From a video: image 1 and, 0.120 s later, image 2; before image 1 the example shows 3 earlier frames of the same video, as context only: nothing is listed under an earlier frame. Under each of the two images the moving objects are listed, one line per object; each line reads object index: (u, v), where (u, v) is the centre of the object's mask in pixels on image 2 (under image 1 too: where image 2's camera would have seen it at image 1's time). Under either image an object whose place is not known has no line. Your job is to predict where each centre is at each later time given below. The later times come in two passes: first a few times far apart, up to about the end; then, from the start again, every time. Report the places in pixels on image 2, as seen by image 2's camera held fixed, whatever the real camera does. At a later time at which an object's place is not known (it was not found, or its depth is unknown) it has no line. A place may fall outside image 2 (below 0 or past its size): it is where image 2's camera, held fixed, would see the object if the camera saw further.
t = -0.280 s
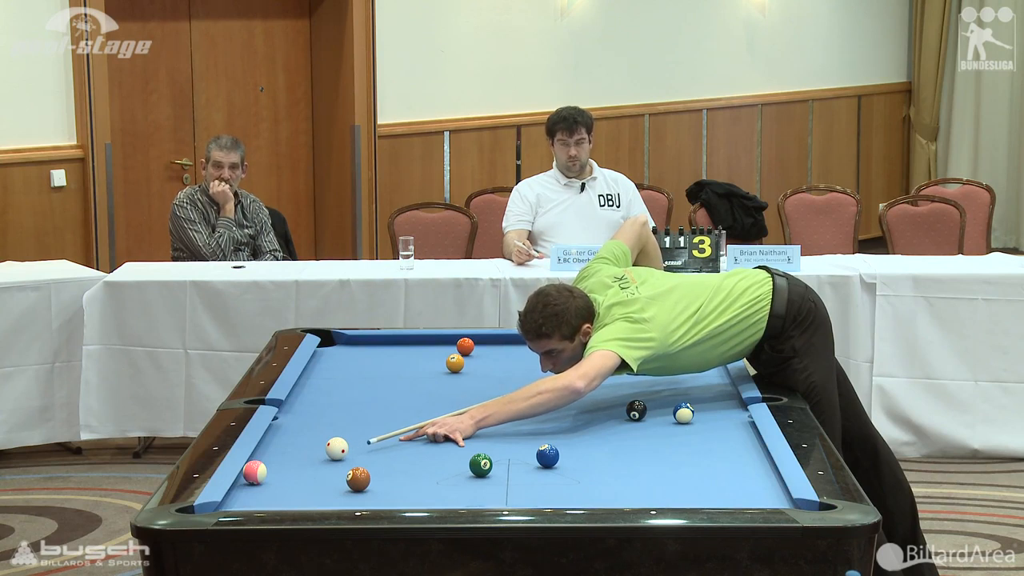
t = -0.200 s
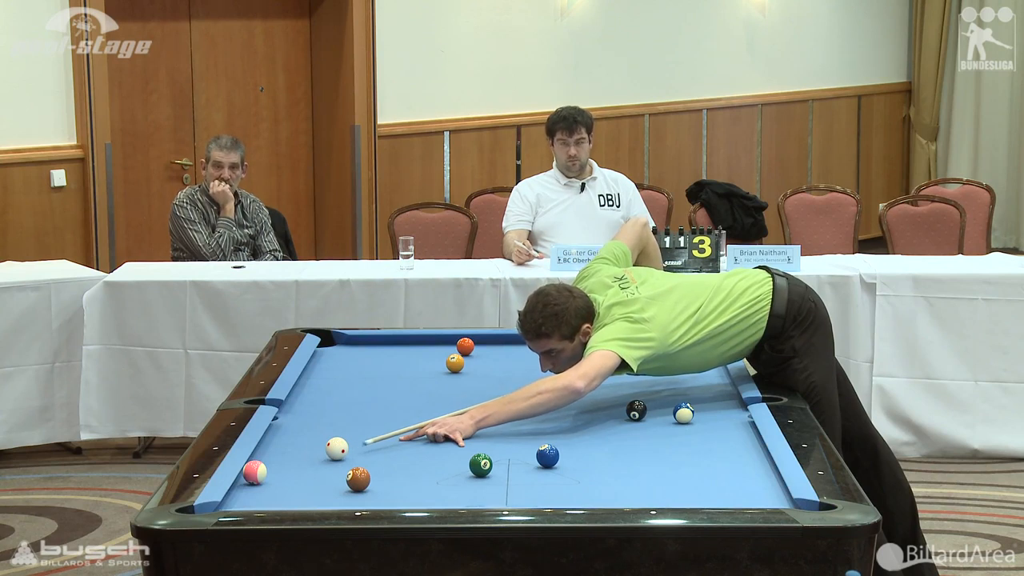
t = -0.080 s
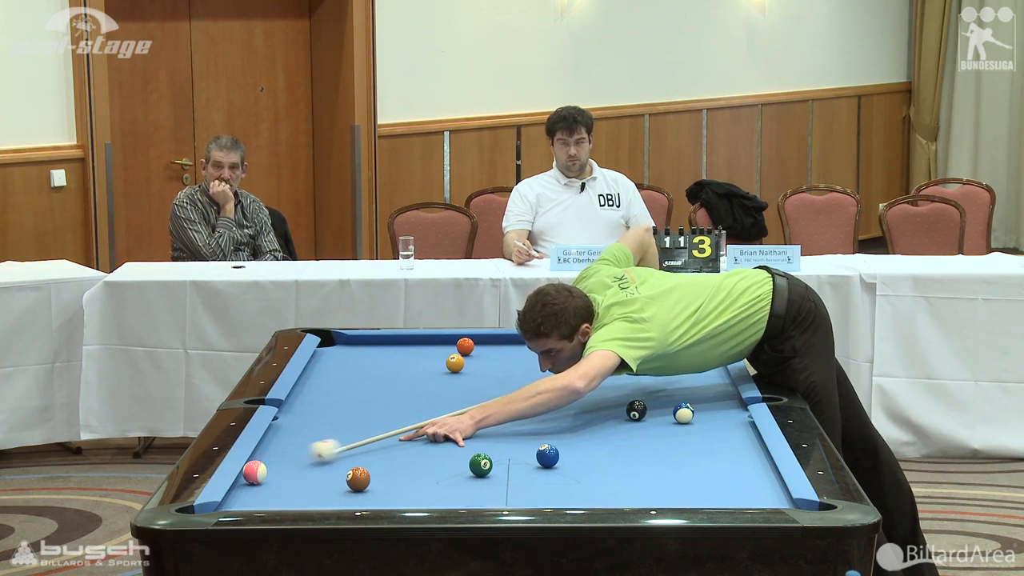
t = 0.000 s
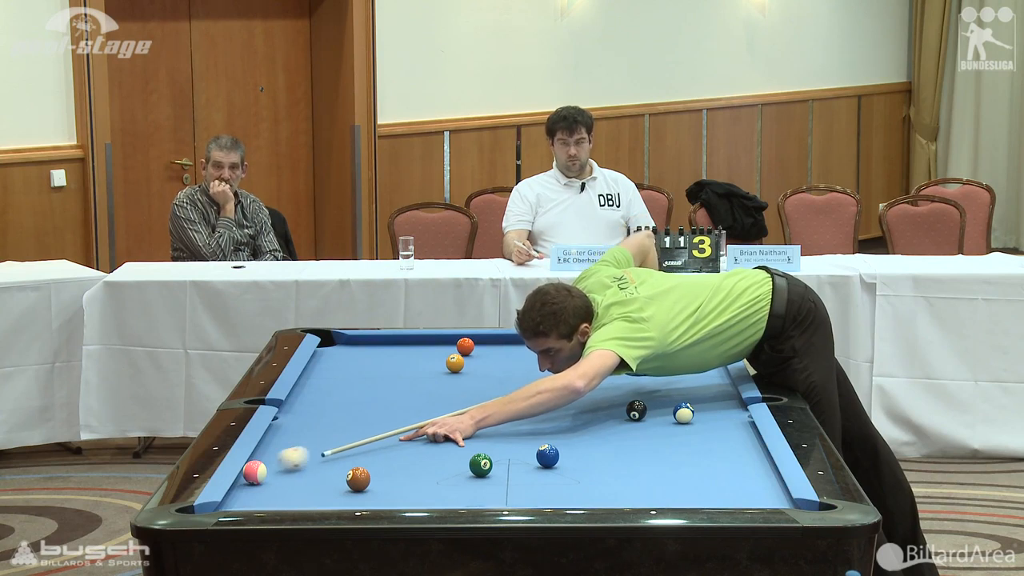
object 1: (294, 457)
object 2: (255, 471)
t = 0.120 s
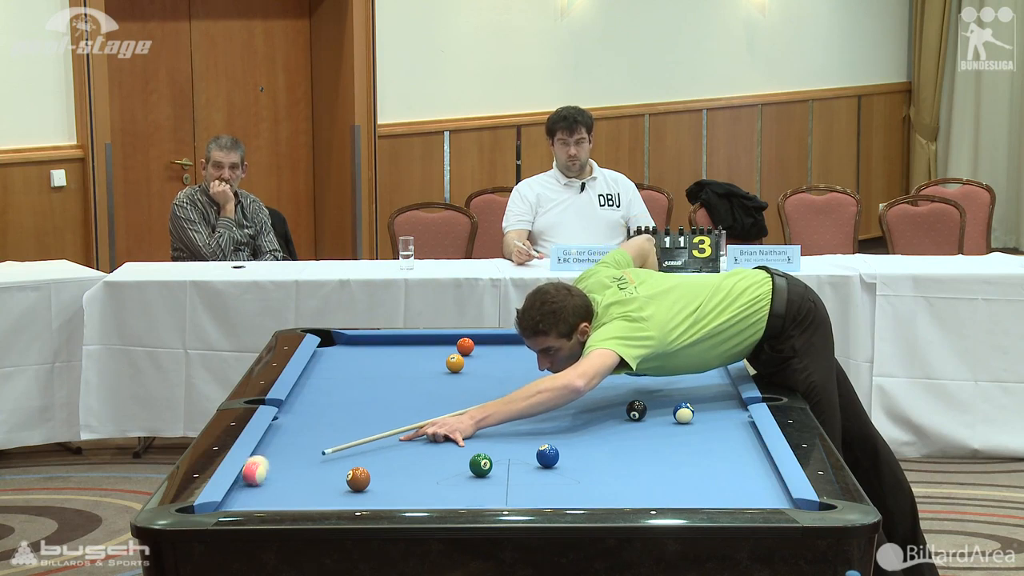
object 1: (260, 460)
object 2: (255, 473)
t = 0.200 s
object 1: (269, 465)
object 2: (251, 478)
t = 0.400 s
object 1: (295, 463)
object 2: (245, 487)
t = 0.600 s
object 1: (320, 461)
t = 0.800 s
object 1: (344, 459)
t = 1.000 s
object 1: (366, 457)
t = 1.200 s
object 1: (387, 455)
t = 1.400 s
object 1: (406, 454)
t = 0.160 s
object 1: (264, 463)
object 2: (253, 475)
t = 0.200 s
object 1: (269, 465)
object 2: (251, 478)
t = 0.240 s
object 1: (274, 465)
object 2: (250, 479)
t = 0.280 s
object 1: (279, 464)
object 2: (249, 481)
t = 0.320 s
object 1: (284, 464)
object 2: (247, 483)
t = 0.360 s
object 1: (290, 463)
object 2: (246, 485)
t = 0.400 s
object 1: (295, 463)
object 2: (245, 487)
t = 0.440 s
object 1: (300, 462)
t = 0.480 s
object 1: (305, 462)
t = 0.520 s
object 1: (310, 462)
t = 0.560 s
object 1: (315, 461)
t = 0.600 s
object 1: (320, 461)
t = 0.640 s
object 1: (325, 461)
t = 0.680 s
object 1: (330, 460)
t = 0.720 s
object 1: (334, 460)
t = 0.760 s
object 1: (340, 459)
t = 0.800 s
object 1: (344, 459)
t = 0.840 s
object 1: (348, 458)
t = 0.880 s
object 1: (352, 458)
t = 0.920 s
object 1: (357, 457)
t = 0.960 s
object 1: (362, 457)
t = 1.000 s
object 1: (366, 457)
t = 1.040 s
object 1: (371, 457)
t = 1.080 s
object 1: (374, 457)
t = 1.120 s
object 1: (379, 456)
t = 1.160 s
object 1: (382, 456)
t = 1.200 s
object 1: (387, 455)
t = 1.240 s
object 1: (391, 455)
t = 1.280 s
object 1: (395, 455)
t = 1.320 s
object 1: (399, 454)
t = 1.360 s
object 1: (403, 454)
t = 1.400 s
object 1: (406, 454)
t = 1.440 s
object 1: (410, 453)
